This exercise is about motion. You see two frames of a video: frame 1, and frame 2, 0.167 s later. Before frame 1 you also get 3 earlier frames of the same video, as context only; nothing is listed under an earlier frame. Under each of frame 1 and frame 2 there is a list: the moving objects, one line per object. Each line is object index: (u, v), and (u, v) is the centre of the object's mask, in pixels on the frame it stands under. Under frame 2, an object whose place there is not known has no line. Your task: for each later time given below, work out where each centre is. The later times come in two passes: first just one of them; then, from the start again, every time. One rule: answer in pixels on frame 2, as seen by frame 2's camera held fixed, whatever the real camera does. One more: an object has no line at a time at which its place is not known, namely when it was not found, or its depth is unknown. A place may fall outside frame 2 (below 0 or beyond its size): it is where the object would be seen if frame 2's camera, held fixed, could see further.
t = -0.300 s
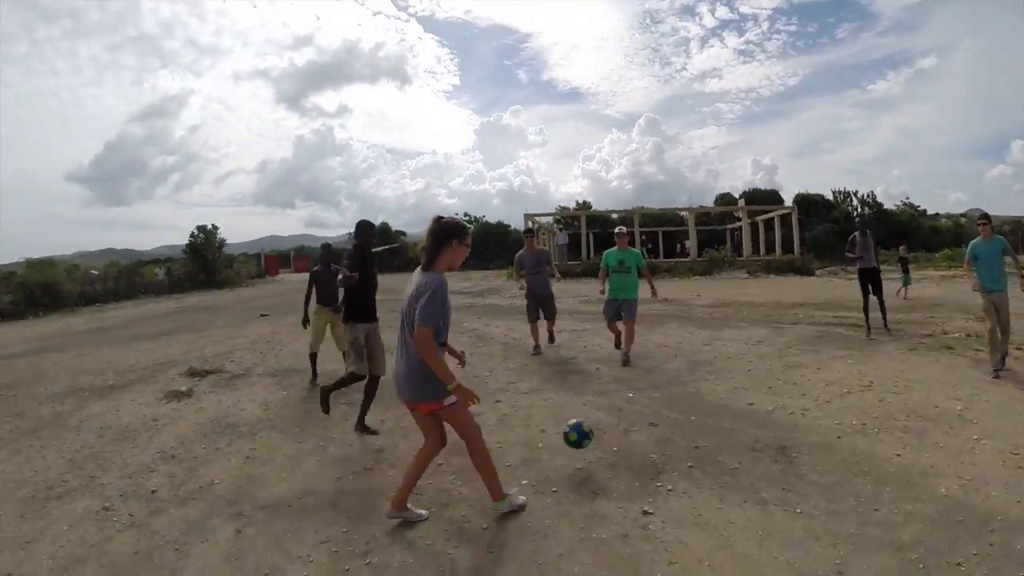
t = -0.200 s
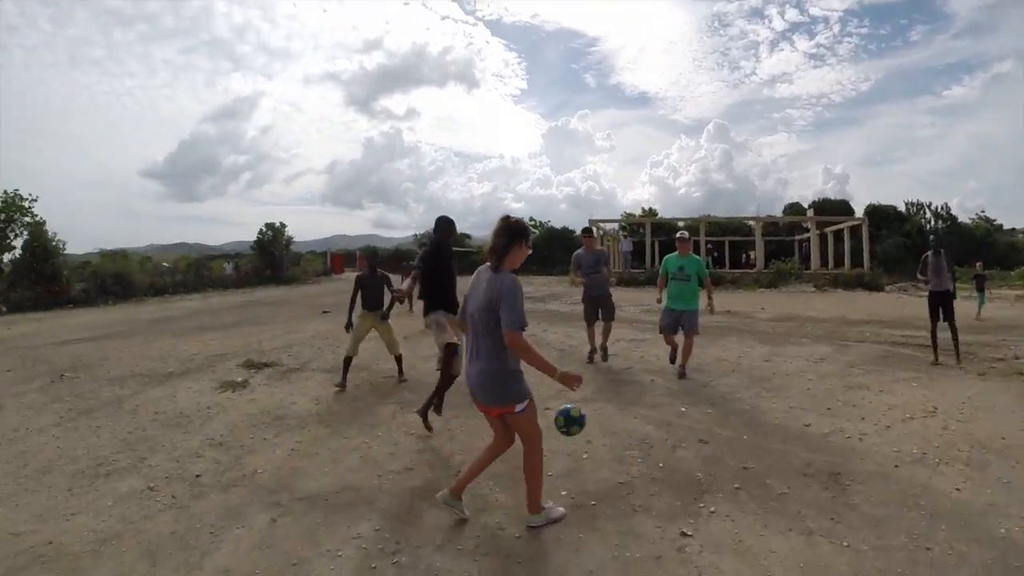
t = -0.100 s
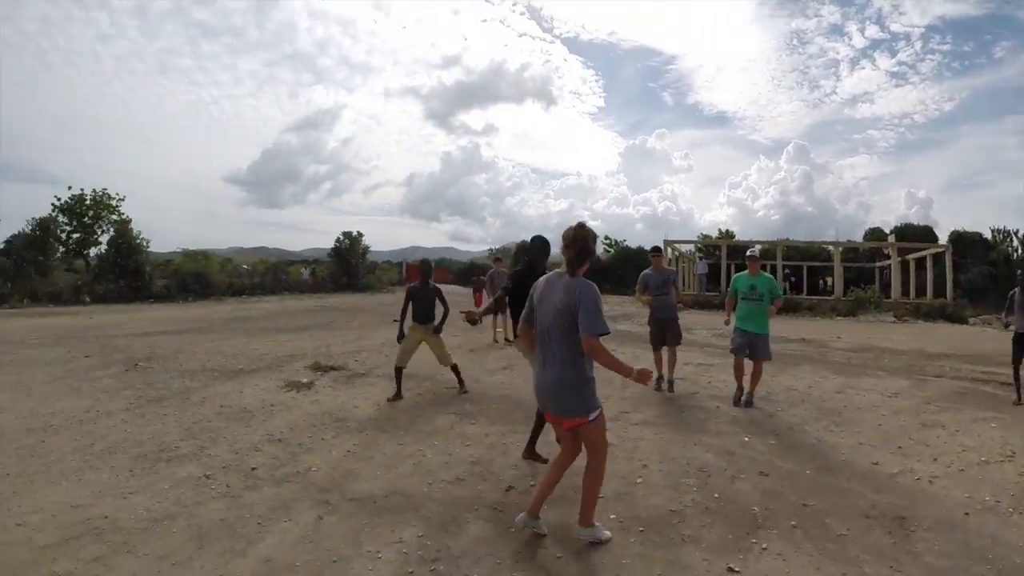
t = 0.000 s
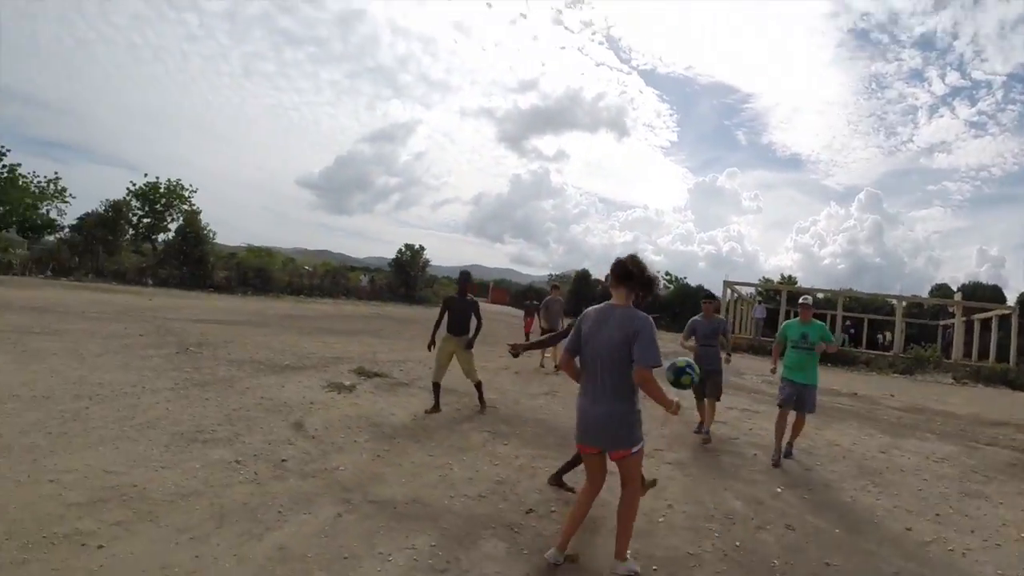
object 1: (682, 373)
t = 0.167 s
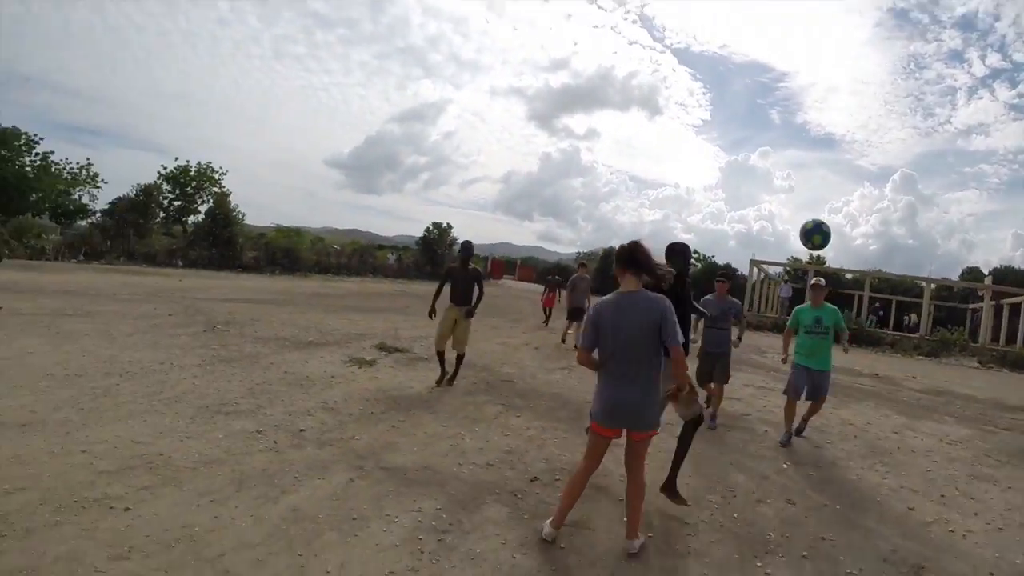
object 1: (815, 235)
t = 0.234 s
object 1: (850, 200)
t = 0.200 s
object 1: (833, 216)
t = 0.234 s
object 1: (850, 200)
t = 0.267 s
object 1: (868, 184)
